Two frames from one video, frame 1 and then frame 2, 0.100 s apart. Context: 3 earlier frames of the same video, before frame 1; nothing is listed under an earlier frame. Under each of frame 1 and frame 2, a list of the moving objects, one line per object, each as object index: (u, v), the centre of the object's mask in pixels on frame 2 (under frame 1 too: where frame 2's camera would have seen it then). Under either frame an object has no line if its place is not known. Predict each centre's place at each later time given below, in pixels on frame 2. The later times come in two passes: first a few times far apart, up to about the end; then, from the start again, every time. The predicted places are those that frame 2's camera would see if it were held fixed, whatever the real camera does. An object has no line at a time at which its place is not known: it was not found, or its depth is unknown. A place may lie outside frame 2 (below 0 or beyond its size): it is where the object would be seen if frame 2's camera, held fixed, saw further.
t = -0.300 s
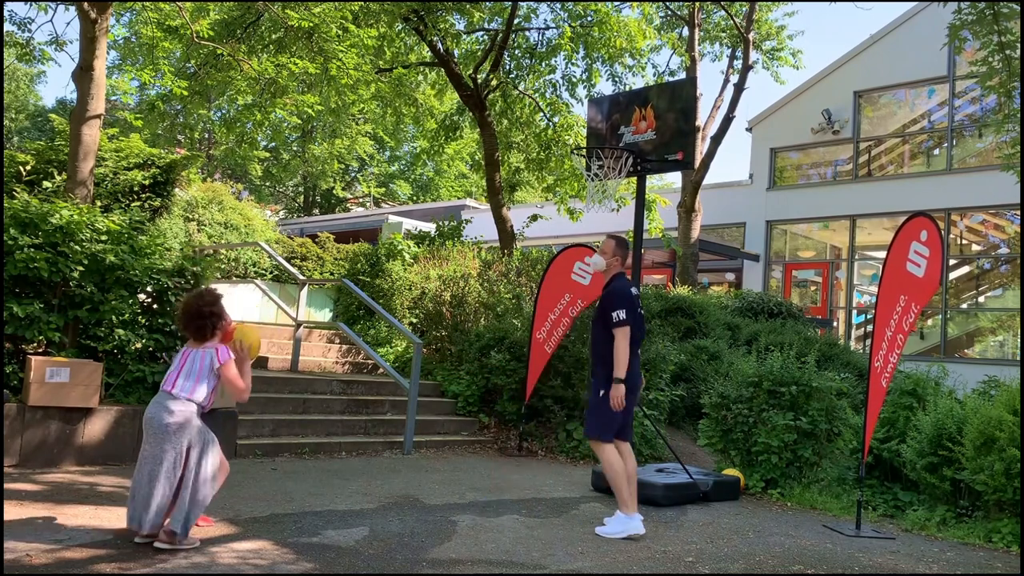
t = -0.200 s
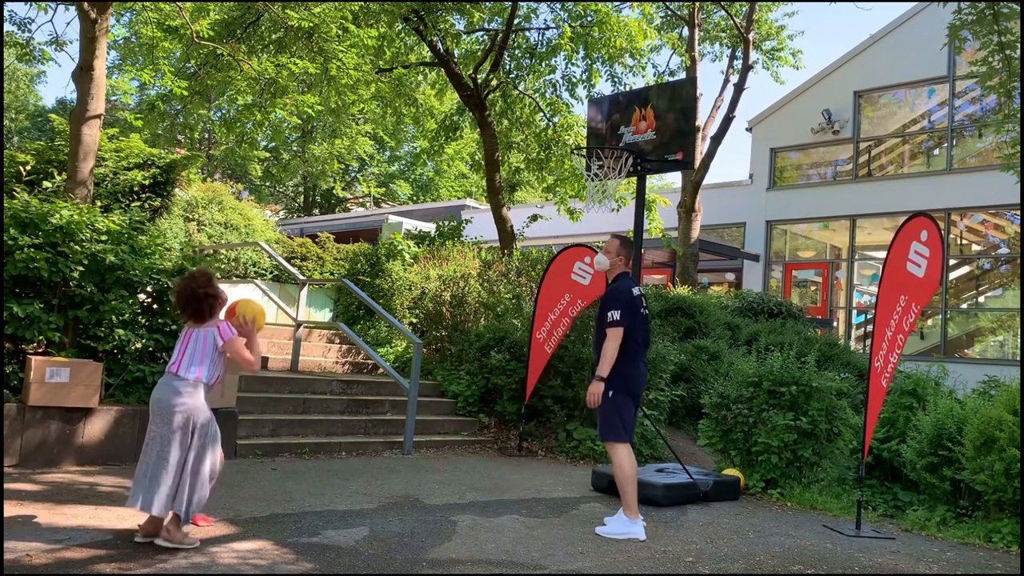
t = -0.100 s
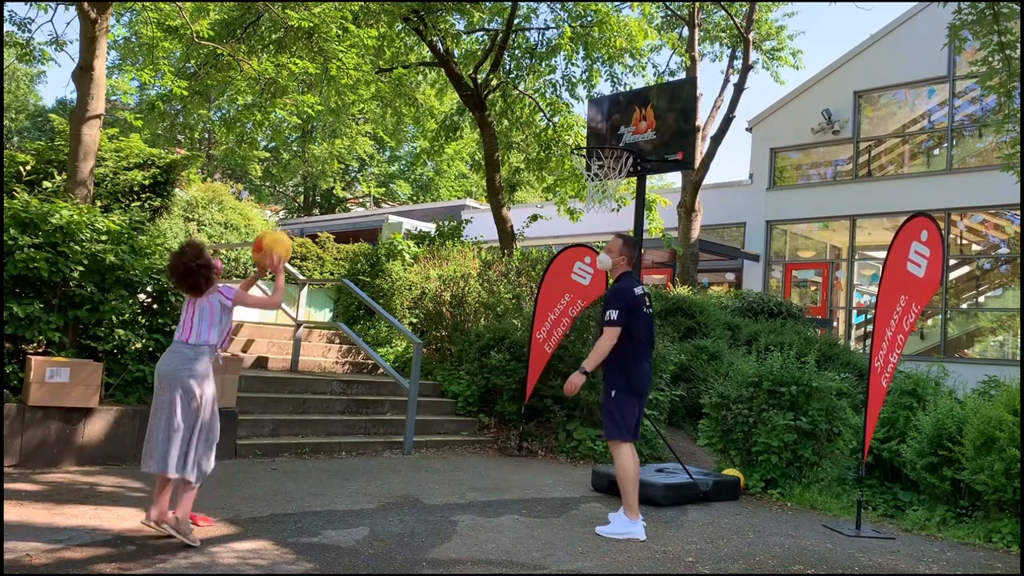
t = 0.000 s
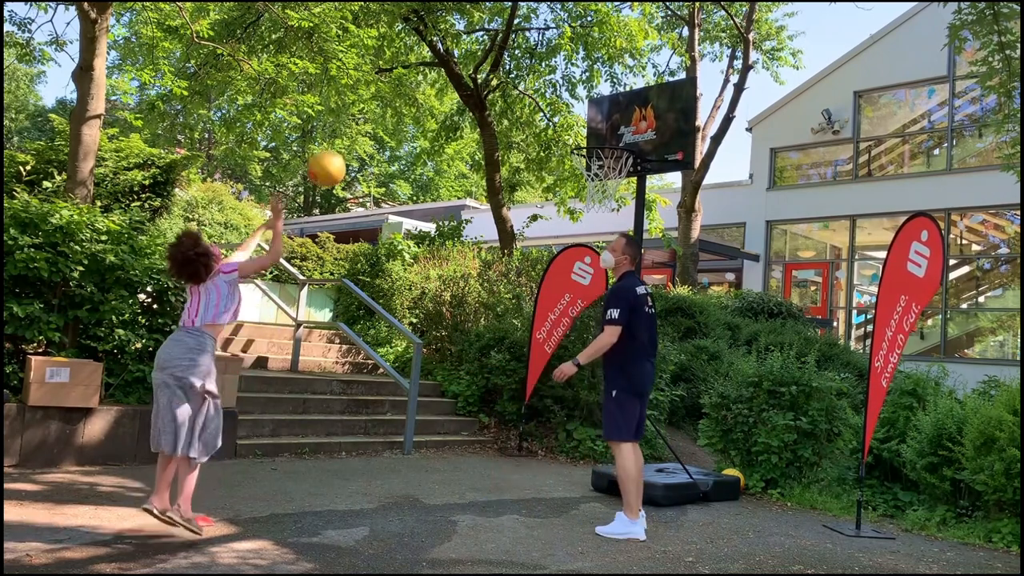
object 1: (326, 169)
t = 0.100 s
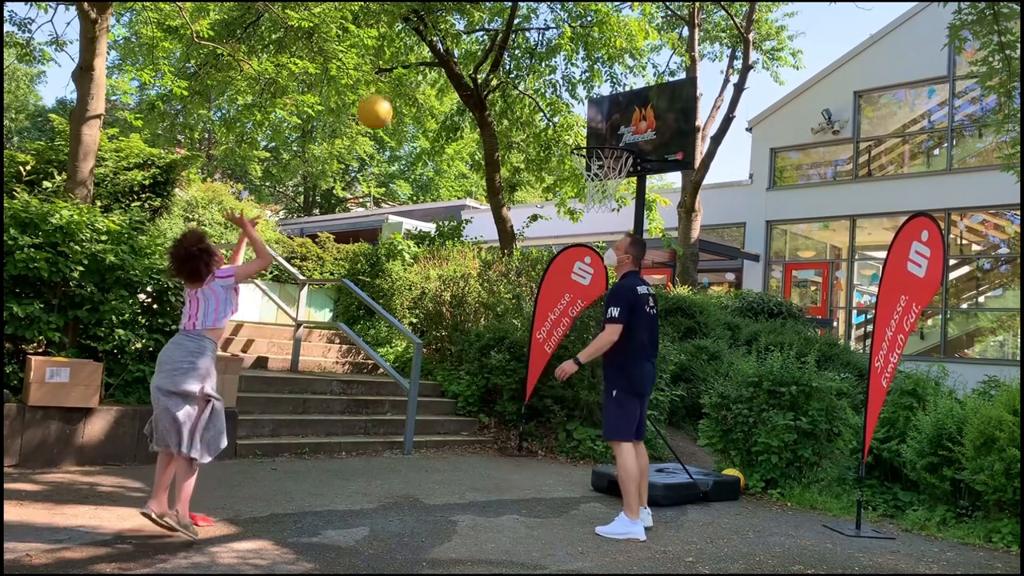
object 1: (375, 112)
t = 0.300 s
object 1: (451, 57)
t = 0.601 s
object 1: (537, 88)
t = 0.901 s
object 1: (557, 160)
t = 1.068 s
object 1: (537, 201)
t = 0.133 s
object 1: (389, 98)
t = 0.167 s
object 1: (402, 85)
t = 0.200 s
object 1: (415, 75)
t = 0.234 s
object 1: (428, 68)
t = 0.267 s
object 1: (440, 61)
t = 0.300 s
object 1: (451, 57)
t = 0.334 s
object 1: (462, 54)
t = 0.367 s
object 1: (473, 53)
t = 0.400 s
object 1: (483, 54)
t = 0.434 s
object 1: (493, 57)
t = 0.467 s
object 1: (502, 60)
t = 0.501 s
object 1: (512, 65)
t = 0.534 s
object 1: (521, 71)
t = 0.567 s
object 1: (529, 79)
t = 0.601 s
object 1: (537, 88)
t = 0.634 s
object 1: (544, 98)
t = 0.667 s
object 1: (552, 109)
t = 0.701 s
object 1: (560, 122)
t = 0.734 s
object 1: (567, 136)
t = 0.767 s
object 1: (569, 146)
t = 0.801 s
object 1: (566, 148)
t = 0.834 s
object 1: (562, 151)
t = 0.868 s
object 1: (559, 154)
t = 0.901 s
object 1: (557, 160)
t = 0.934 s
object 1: (552, 166)
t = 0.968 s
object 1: (548, 172)
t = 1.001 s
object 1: (545, 180)
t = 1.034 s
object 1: (541, 190)
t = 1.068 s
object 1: (537, 201)
